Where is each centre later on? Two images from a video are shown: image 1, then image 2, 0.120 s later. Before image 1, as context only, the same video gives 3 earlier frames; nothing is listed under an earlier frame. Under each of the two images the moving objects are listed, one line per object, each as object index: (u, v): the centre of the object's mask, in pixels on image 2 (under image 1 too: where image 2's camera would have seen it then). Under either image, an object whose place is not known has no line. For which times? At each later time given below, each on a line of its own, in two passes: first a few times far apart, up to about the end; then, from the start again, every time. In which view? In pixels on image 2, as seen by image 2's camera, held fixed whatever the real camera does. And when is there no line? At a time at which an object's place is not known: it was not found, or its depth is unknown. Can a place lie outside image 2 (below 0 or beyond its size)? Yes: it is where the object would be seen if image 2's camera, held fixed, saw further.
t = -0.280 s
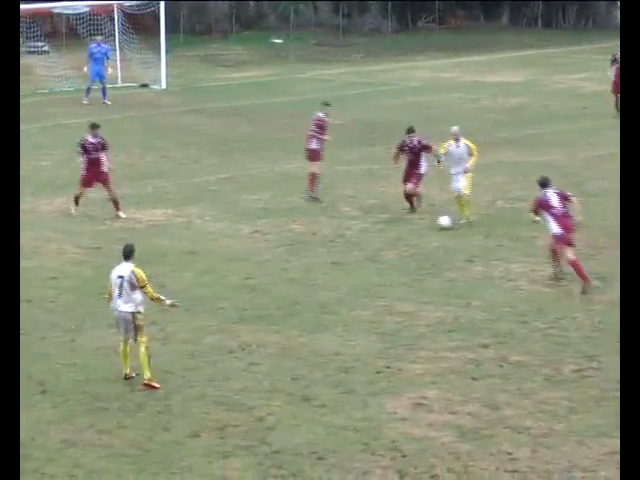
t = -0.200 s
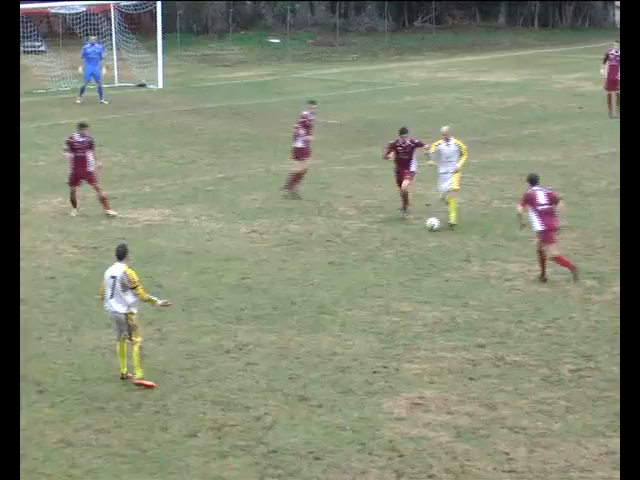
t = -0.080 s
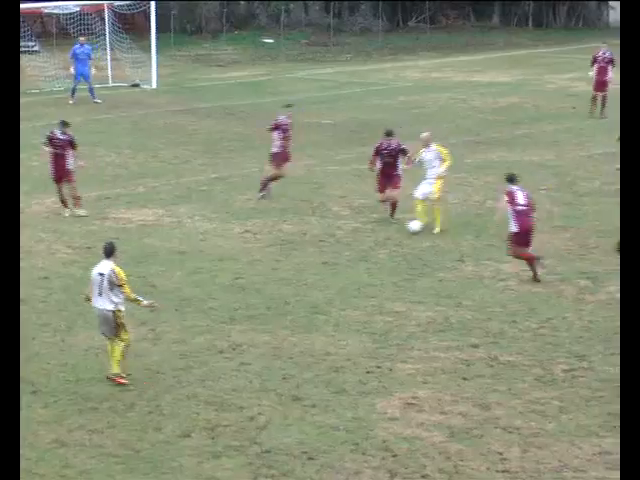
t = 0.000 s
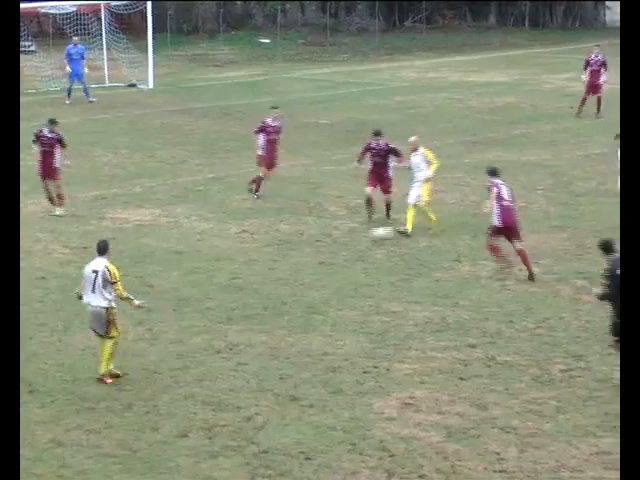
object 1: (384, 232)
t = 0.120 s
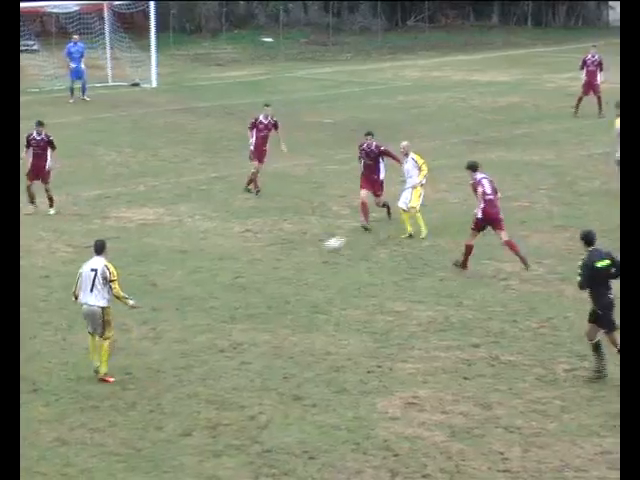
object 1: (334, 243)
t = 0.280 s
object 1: (266, 258)
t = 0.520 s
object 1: (169, 289)
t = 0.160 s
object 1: (317, 249)
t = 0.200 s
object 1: (298, 256)
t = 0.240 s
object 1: (284, 255)
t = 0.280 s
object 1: (266, 258)
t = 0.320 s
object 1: (250, 262)
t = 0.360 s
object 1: (234, 266)
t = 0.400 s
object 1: (217, 272)
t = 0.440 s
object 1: (200, 281)
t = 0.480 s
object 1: (183, 285)
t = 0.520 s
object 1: (169, 289)
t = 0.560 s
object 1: (155, 294)
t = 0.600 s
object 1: (143, 297)
